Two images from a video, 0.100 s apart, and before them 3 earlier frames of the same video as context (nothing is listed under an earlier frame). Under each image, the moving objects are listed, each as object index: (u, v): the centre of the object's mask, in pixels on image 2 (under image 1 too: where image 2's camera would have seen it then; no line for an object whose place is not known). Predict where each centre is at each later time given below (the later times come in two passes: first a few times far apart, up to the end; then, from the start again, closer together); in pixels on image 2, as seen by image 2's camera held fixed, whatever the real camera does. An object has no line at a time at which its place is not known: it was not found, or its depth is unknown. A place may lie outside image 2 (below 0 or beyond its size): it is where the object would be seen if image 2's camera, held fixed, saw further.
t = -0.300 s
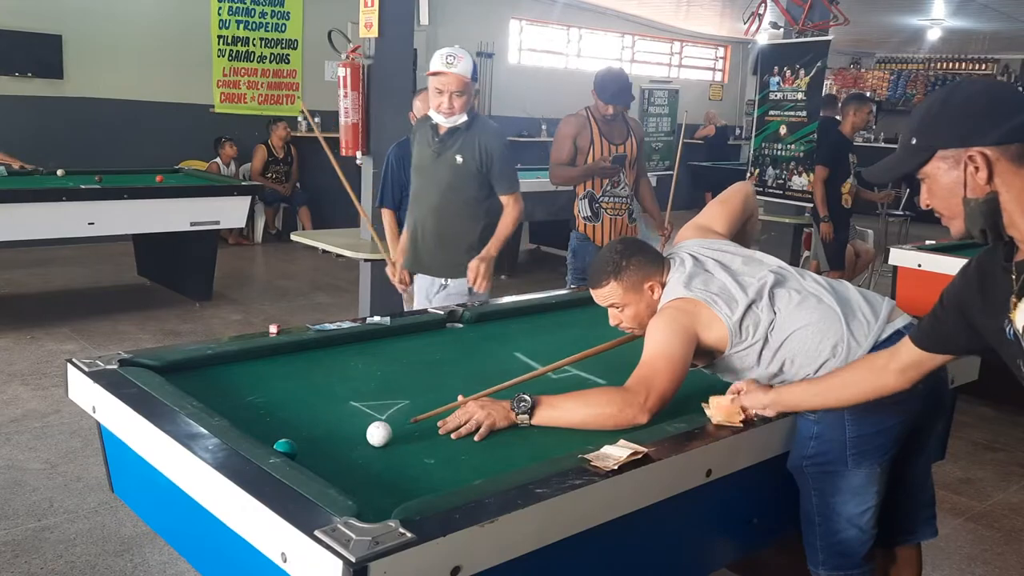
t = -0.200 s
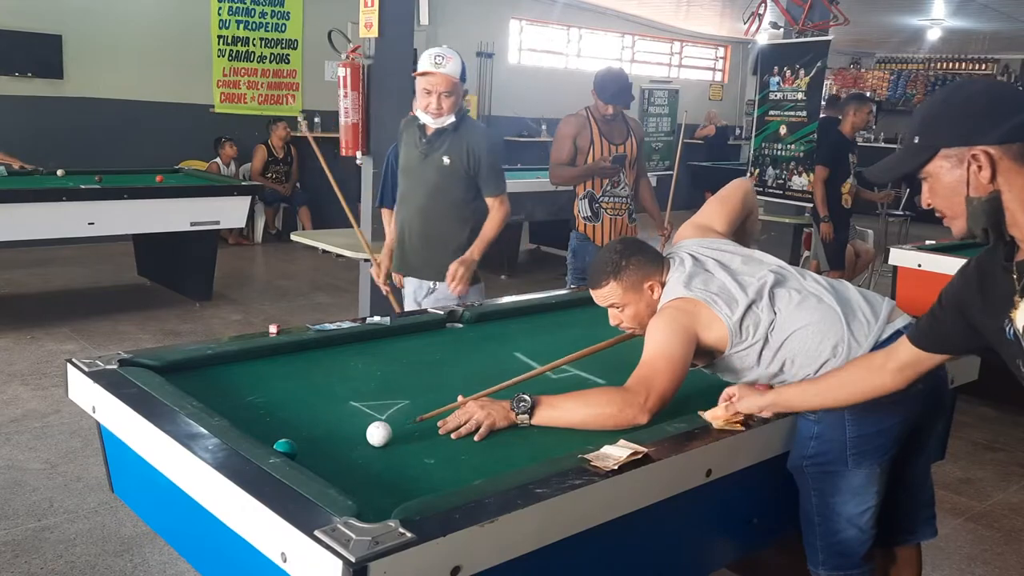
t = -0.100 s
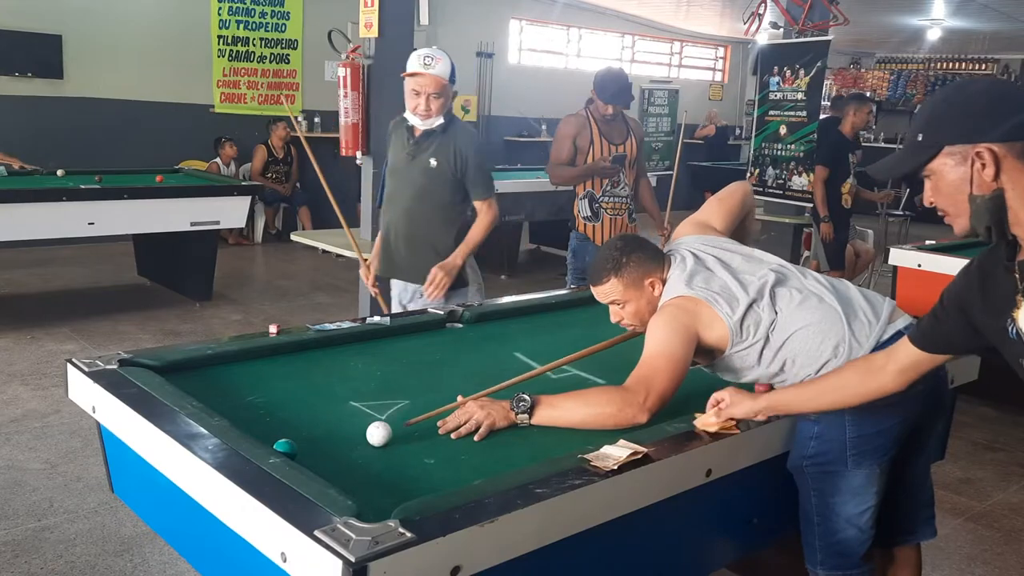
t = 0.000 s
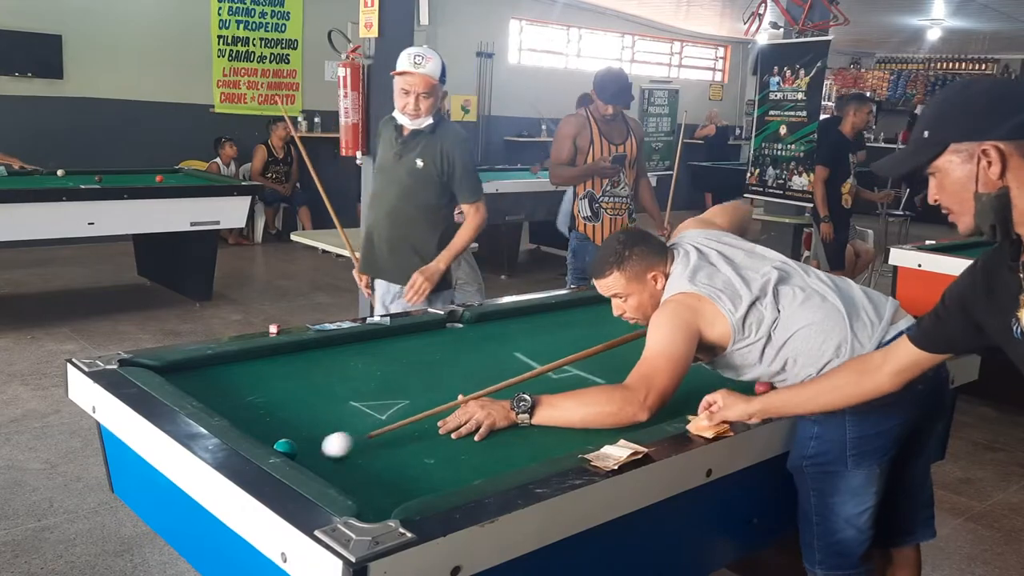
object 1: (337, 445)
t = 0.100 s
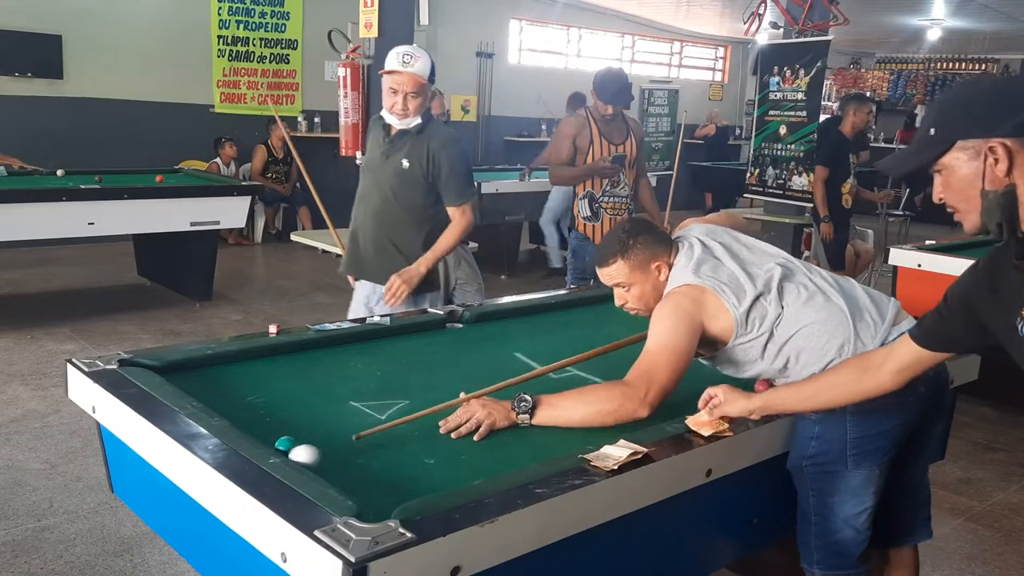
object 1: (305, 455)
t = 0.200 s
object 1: (346, 457)
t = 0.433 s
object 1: (432, 457)
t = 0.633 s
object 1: (501, 456)
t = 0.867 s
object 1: (557, 446)
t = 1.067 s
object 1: (570, 433)
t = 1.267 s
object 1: (581, 419)
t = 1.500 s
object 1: (593, 405)
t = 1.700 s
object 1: (601, 395)
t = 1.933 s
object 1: (609, 384)
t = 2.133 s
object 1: (615, 377)
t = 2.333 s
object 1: (620, 370)
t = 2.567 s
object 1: (626, 362)
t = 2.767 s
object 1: (630, 357)
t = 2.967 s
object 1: (634, 352)
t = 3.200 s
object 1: (638, 348)
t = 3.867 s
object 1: (650, 336)
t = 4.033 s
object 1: (647, 335)
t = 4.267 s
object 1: (648, 334)
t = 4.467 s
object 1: (649, 332)
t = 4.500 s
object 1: (649, 332)
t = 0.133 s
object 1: (320, 456)
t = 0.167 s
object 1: (333, 457)
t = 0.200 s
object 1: (346, 457)
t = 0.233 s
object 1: (359, 458)
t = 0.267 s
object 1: (371, 458)
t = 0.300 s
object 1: (384, 458)
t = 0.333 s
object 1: (396, 457)
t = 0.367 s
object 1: (408, 457)
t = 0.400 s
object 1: (420, 457)
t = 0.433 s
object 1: (432, 457)
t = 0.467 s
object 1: (444, 457)
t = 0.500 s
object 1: (456, 456)
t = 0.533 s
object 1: (467, 456)
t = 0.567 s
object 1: (479, 456)
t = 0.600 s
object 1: (490, 456)
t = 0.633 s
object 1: (501, 456)
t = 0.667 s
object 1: (512, 455)
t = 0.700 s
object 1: (523, 455)
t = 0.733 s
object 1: (534, 453)
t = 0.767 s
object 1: (544, 452)
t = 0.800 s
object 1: (552, 450)
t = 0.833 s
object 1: (554, 448)
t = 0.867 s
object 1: (557, 446)
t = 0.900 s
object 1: (559, 444)
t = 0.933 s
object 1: (562, 442)
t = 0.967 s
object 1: (564, 440)
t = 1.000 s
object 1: (566, 437)
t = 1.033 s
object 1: (568, 435)
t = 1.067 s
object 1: (570, 433)
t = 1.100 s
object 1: (572, 430)
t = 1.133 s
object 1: (574, 428)
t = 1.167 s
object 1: (576, 426)
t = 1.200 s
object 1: (578, 423)
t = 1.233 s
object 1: (580, 421)
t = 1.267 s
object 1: (581, 419)
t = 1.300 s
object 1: (583, 417)
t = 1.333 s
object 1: (585, 415)
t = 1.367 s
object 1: (586, 413)
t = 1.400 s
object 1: (588, 411)
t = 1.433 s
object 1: (590, 409)
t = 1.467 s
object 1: (591, 407)
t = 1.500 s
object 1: (593, 405)
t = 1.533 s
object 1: (594, 403)
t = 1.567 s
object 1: (595, 402)
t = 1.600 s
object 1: (597, 400)
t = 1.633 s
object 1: (598, 398)
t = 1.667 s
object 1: (599, 396)
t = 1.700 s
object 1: (601, 395)
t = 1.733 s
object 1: (602, 393)
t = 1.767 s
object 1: (603, 392)
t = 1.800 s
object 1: (604, 390)
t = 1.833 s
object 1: (605, 389)
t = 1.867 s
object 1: (607, 387)
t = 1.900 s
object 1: (608, 386)
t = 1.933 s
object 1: (609, 384)
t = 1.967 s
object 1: (610, 383)
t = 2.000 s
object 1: (611, 382)
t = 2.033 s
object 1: (612, 380)
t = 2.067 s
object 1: (613, 379)
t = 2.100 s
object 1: (614, 378)
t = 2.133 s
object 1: (615, 377)
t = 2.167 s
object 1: (616, 375)
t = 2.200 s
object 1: (617, 374)
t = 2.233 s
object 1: (618, 373)
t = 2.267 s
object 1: (619, 372)
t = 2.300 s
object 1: (619, 371)
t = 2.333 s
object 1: (620, 370)
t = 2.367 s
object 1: (621, 368)
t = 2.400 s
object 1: (622, 367)
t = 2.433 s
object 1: (623, 366)
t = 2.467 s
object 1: (623, 365)
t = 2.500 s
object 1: (624, 365)
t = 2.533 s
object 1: (625, 363)
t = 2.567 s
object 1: (626, 362)
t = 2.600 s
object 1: (627, 361)
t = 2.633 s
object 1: (627, 361)
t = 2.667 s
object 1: (628, 359)
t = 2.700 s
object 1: (629, 359)
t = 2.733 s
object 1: (629, 358)
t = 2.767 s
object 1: (630, 357)
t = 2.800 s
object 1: (631, 356)
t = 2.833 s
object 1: (631, 355)
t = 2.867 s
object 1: (632, 355)
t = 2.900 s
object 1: (633, 354)
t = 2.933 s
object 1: (633, 353)
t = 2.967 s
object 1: (634, 352)
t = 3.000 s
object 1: (634, 351)
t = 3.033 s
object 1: (635, 351)
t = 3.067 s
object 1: (636, 350)
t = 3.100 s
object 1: (637, 350)
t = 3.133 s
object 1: (637, 349)
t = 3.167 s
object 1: (637, 348)
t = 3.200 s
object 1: (638, 348)
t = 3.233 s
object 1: (638, 347)
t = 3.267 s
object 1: (637, 347)
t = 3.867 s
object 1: (650, 336)
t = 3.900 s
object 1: (647, 337)
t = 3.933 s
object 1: (646, 337)
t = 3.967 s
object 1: (646, 336)
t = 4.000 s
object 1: (647, 336)
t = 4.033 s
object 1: (647, 335)
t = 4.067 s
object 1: (647, 335)
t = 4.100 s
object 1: (647, 335)
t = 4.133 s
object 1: (647, 335)
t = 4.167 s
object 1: (647, 334)
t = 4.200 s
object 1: (648, 334)
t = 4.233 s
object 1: (648, 334)
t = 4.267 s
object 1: (648, 334)
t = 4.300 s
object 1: (648, 333)
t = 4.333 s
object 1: (648, 333)
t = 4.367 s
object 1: (648, 333)
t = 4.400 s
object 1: (649, 333)
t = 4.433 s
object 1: (649, 332)
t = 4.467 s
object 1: (649, 332)
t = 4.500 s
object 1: (649, 332)
